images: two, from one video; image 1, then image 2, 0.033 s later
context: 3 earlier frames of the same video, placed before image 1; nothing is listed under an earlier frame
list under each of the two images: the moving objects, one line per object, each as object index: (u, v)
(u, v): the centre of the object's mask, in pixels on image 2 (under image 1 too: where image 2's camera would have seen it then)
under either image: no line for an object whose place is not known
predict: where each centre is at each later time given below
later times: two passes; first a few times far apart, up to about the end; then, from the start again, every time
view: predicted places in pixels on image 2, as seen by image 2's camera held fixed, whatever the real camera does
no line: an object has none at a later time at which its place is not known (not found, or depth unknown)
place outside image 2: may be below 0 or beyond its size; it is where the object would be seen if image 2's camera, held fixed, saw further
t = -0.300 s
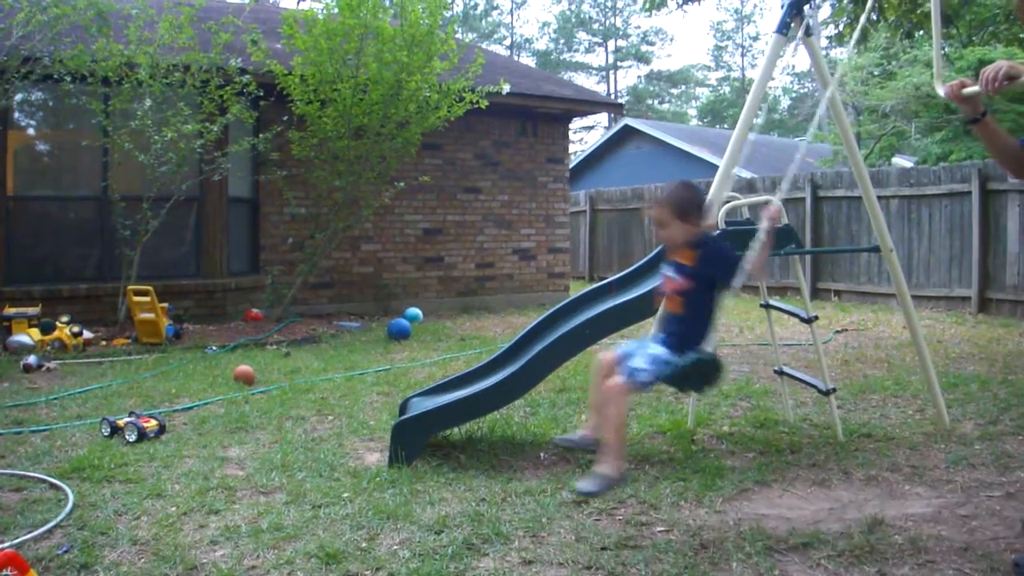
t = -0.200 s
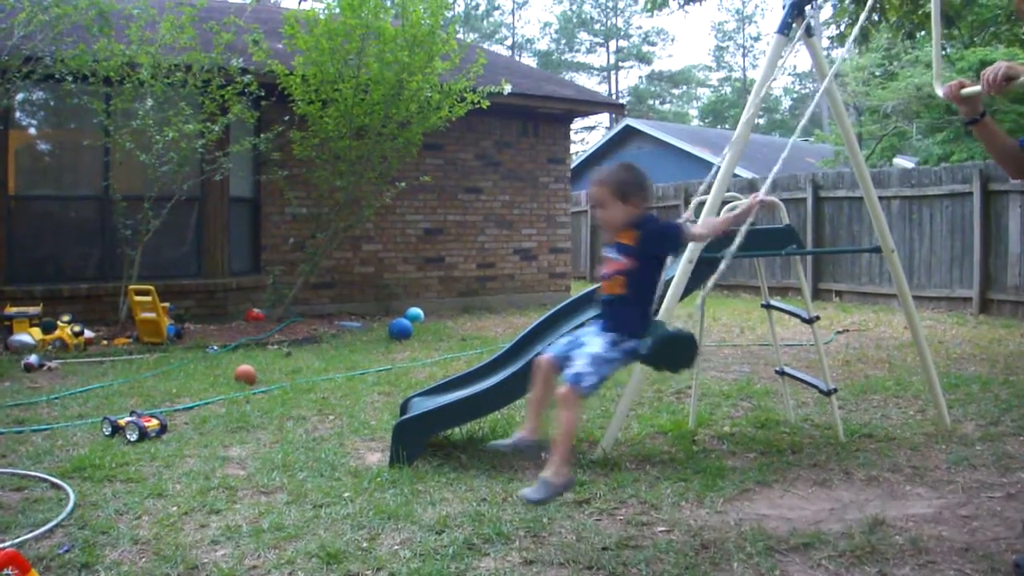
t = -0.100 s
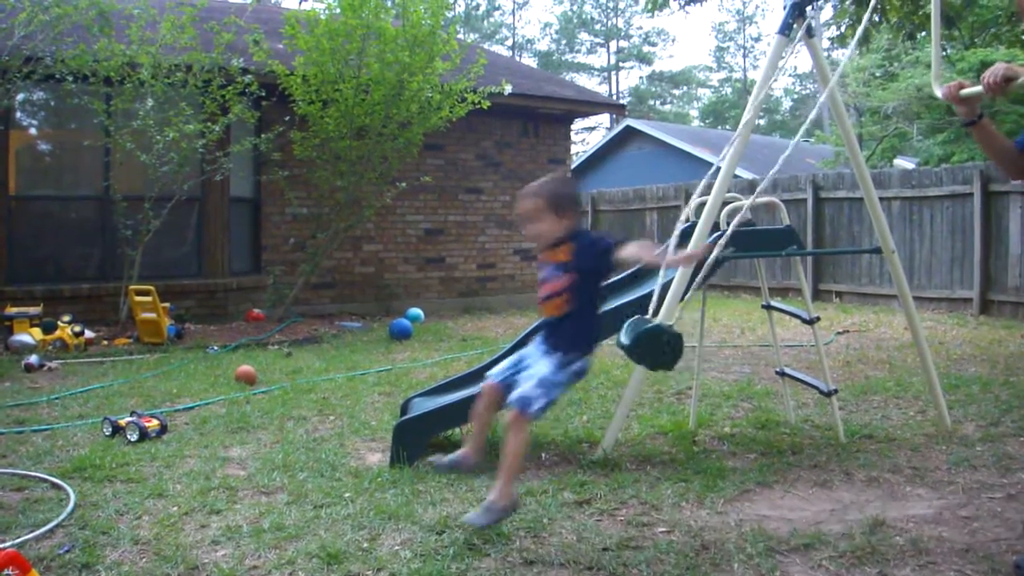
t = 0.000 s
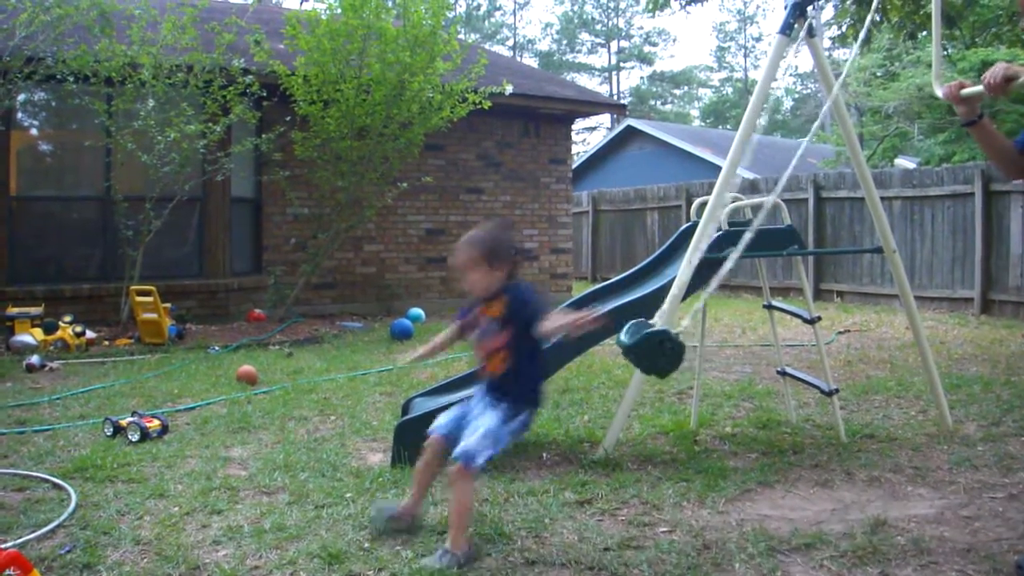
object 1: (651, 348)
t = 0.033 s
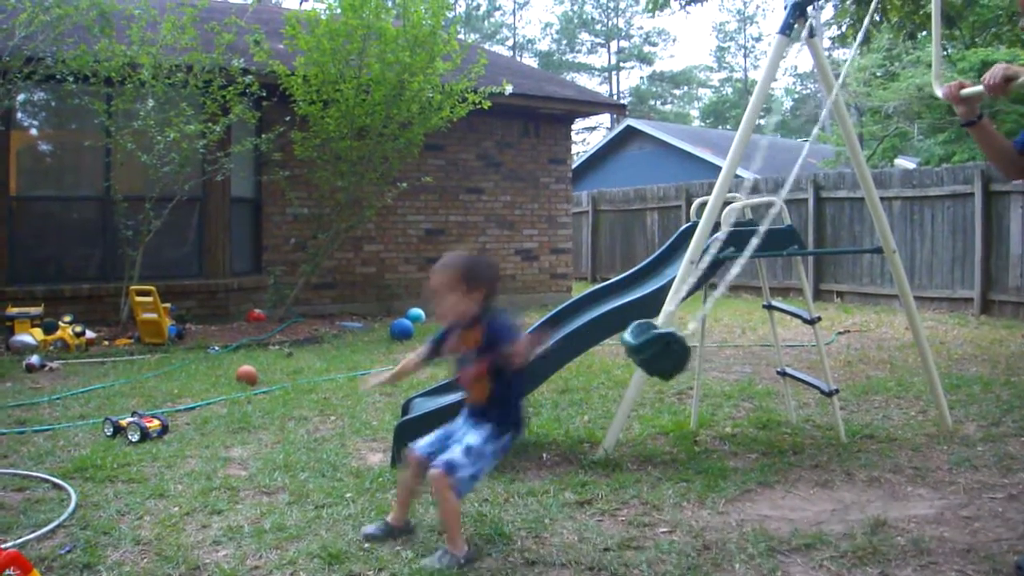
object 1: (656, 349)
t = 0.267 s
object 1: (742, 386)
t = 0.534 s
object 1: (889, 394)
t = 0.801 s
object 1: (962, 354)
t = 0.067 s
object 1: (664, 351)
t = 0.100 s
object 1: (674, 354)
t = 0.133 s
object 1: (685, 358)
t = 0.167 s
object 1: (699, 364)
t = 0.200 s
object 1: (712, 370)
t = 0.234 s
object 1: (727, 378)
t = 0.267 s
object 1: (742, 386)
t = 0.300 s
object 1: (760, 395)
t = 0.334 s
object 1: (779, 401)
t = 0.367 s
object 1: (799, 404)
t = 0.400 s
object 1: (819, 403)
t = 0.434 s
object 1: (838, 402)
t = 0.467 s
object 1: (856, 399)
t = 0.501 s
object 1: (872, 397)
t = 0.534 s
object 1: (889, 394)
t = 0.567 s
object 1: (904, 393)
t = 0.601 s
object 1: (919, 390)
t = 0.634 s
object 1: (932, 387)
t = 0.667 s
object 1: (944, 382)
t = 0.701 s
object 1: (952, 376)
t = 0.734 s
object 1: (956, 369)
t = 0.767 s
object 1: (959, 361)
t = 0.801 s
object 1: (962, 354)
